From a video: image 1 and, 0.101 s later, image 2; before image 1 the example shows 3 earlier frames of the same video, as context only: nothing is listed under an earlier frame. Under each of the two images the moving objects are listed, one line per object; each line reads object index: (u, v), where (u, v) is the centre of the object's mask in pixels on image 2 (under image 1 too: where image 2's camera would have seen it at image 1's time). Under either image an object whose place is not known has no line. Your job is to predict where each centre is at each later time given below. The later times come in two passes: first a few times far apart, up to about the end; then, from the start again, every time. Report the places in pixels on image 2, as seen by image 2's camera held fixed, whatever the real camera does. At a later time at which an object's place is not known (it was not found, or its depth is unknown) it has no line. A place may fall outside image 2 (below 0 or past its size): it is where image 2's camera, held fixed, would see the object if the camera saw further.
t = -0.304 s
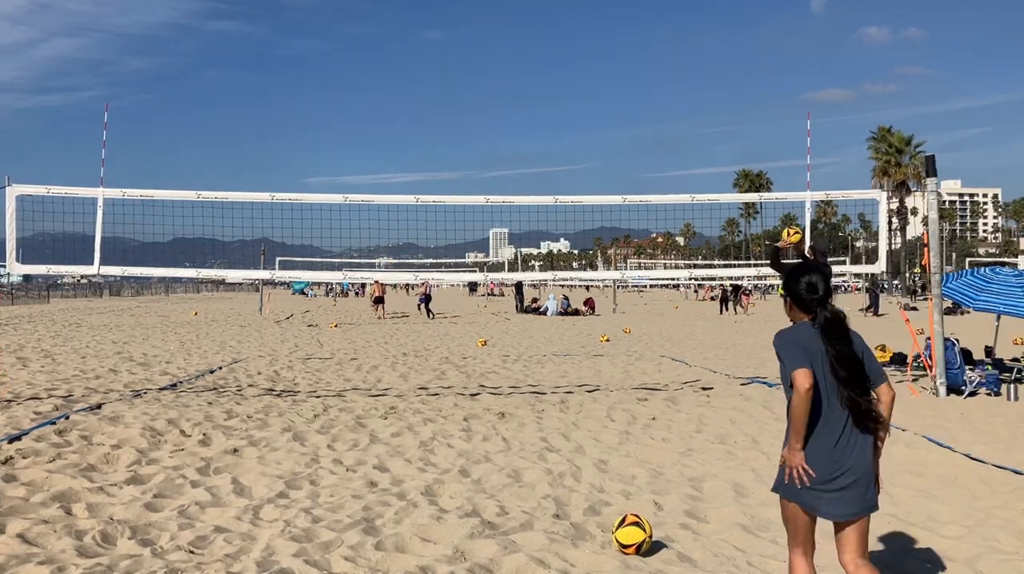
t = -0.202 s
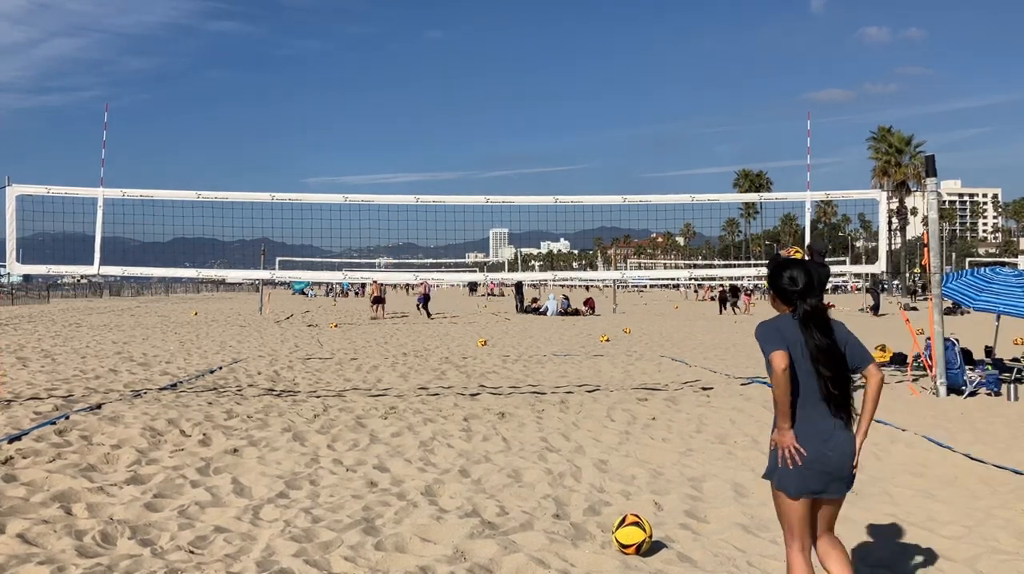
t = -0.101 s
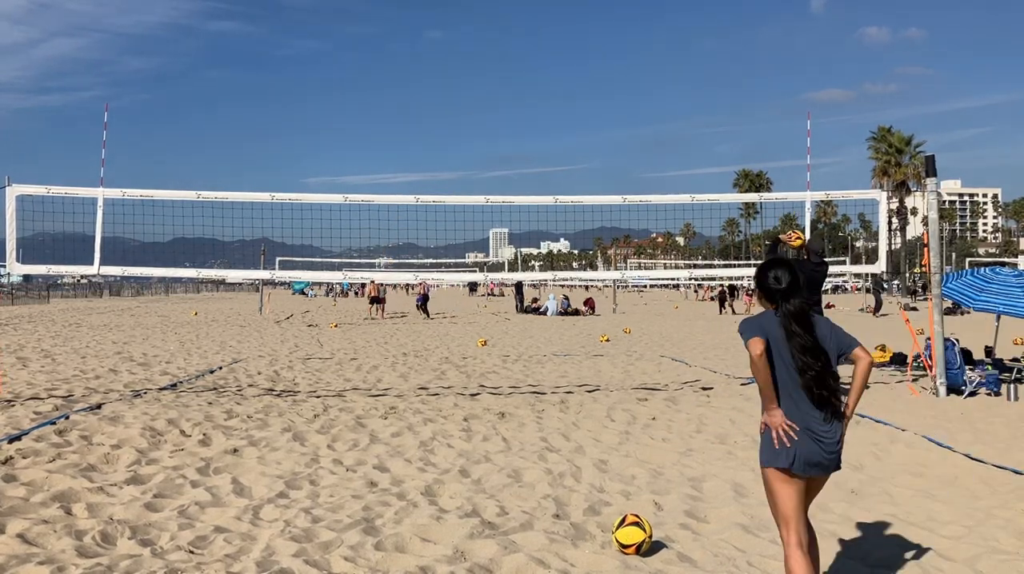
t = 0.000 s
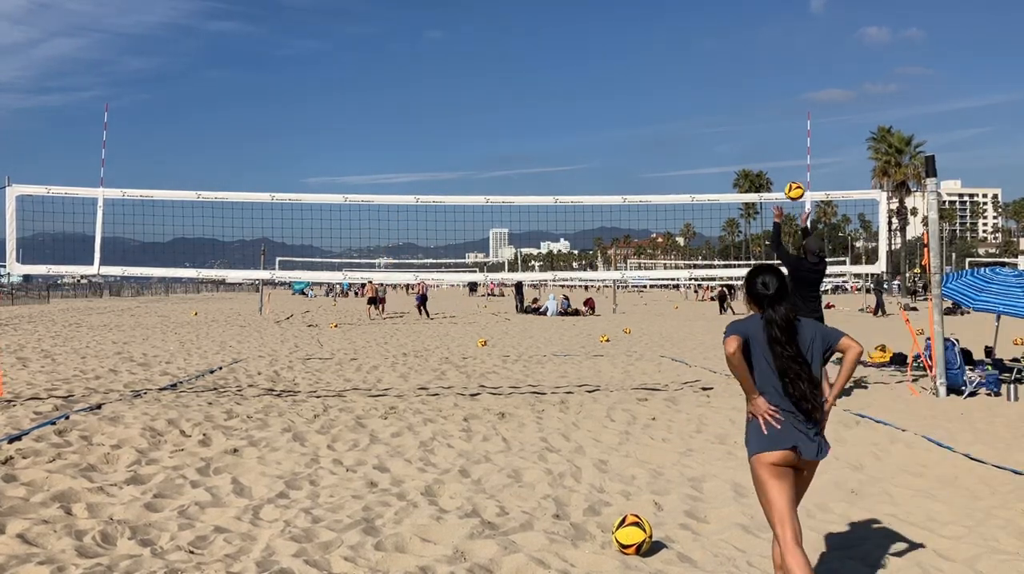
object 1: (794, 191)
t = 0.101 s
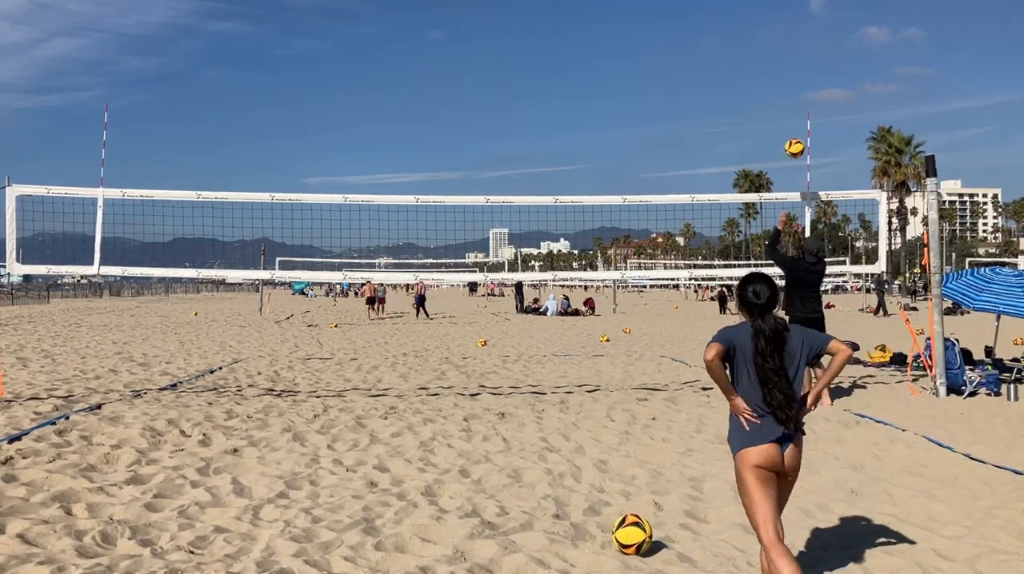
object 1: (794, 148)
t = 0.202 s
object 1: (795, 114)
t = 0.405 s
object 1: (797, 74)
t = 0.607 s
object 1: (800, 70)
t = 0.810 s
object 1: (802, 103)
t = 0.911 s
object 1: (804, 132)
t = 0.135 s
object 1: (795, 136)
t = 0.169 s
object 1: (795, 125)
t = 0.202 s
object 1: (795, 114)
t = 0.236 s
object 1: (796, 105)
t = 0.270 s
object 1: (796, 97)
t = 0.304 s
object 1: (796, 90)
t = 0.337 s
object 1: (797, 84)
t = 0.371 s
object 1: (797, 79)
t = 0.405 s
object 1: (797, 74)
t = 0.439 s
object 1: (798, 71)
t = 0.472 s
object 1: (798, 69)
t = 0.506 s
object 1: (799, 68)
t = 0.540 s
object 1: (799, 68)
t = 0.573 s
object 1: (799, 69)
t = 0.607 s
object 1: (800, 70)
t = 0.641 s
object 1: (800, 73)
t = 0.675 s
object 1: (801, 77)
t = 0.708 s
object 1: (801, 82)
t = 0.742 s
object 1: (802, 88)
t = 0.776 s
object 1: (802, 95)
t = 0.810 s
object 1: (802, 103)
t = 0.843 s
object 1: (803, 112)
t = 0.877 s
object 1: (803, 121)
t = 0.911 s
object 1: (804, 132)
